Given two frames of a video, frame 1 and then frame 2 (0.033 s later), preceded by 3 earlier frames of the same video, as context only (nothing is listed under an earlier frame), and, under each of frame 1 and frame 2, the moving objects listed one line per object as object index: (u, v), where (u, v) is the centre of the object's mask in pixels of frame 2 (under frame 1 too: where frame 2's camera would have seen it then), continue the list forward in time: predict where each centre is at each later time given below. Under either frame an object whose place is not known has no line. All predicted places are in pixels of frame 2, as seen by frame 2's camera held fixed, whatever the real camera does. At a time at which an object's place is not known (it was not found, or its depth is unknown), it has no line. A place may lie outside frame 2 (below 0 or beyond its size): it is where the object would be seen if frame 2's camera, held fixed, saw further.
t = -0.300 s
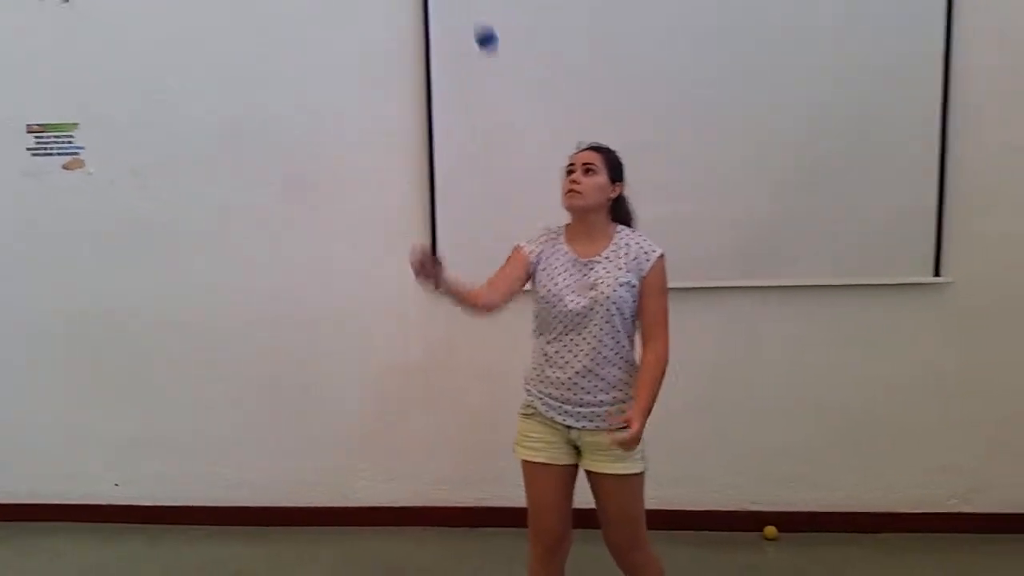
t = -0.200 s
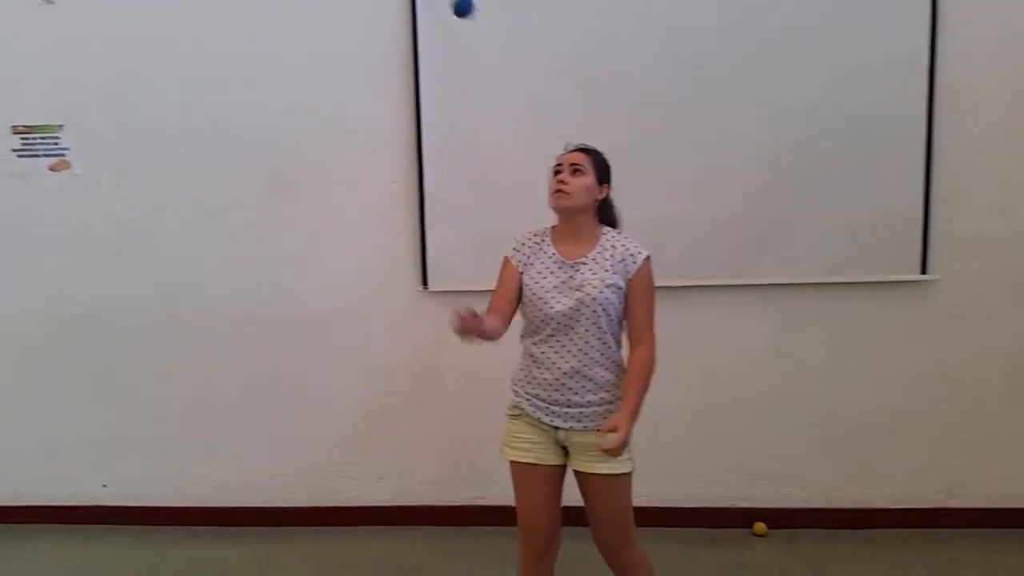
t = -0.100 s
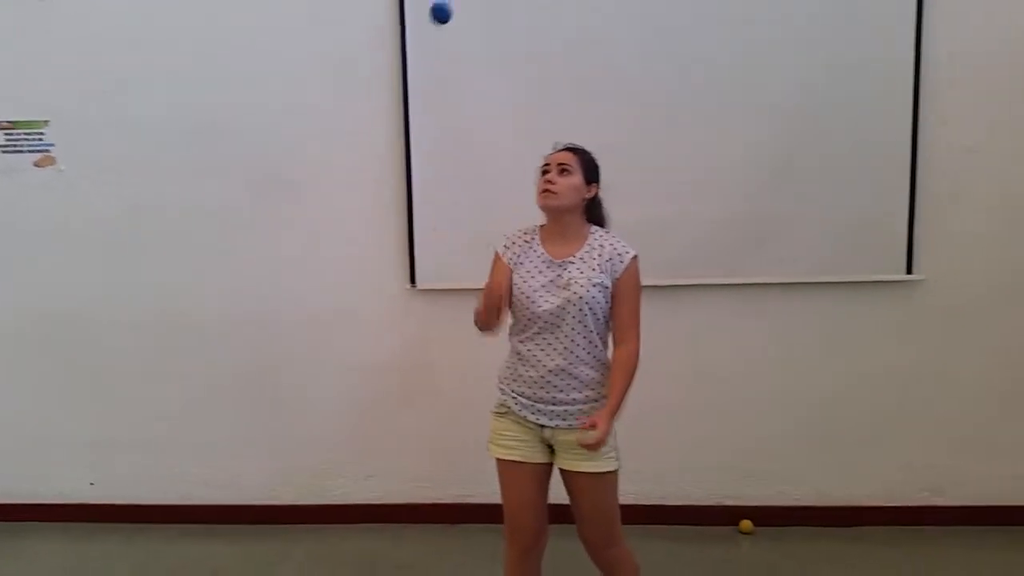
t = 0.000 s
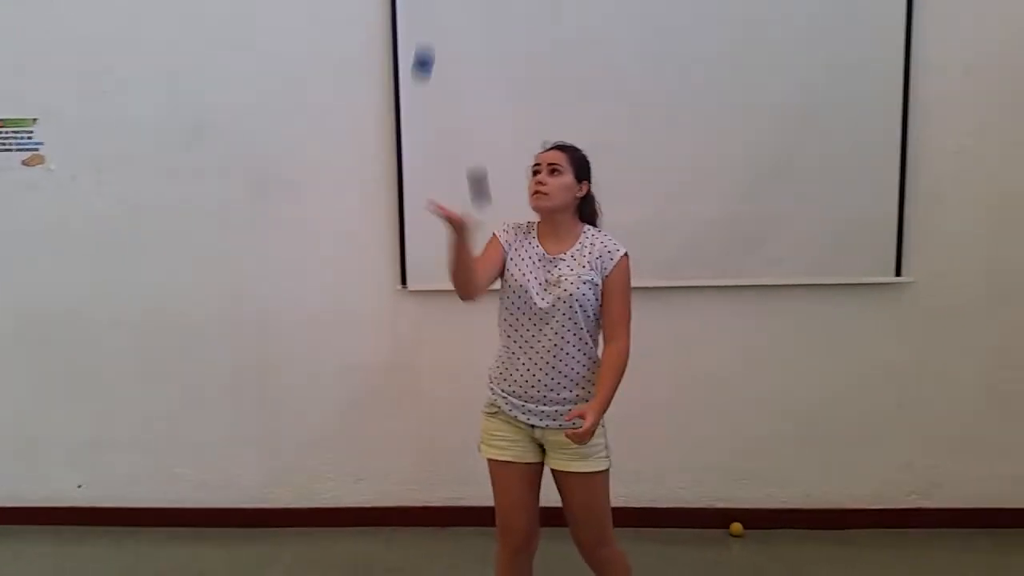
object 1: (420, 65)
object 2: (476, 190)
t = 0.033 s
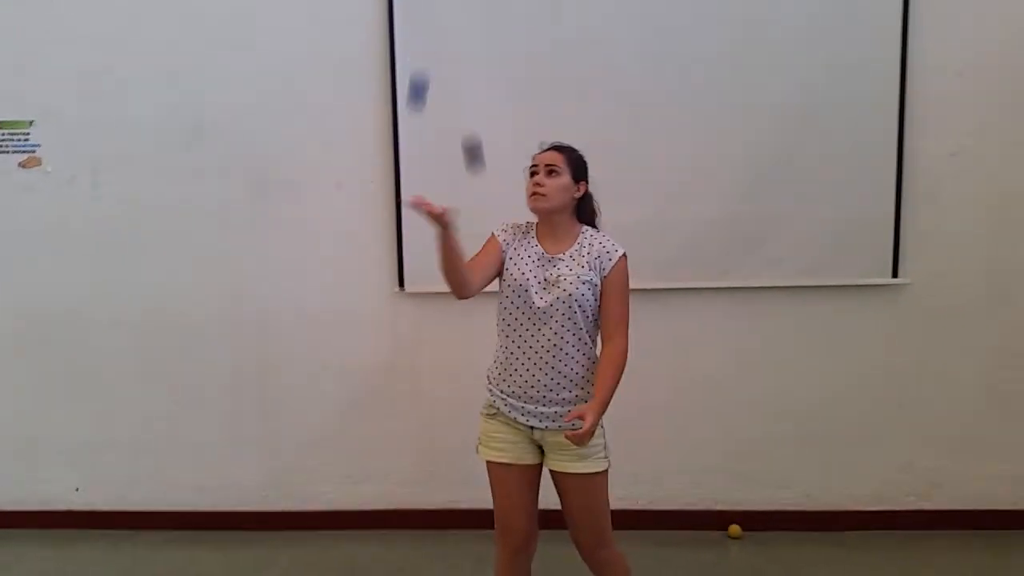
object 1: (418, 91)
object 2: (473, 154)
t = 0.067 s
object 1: (414, 123)
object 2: (469, 121)
